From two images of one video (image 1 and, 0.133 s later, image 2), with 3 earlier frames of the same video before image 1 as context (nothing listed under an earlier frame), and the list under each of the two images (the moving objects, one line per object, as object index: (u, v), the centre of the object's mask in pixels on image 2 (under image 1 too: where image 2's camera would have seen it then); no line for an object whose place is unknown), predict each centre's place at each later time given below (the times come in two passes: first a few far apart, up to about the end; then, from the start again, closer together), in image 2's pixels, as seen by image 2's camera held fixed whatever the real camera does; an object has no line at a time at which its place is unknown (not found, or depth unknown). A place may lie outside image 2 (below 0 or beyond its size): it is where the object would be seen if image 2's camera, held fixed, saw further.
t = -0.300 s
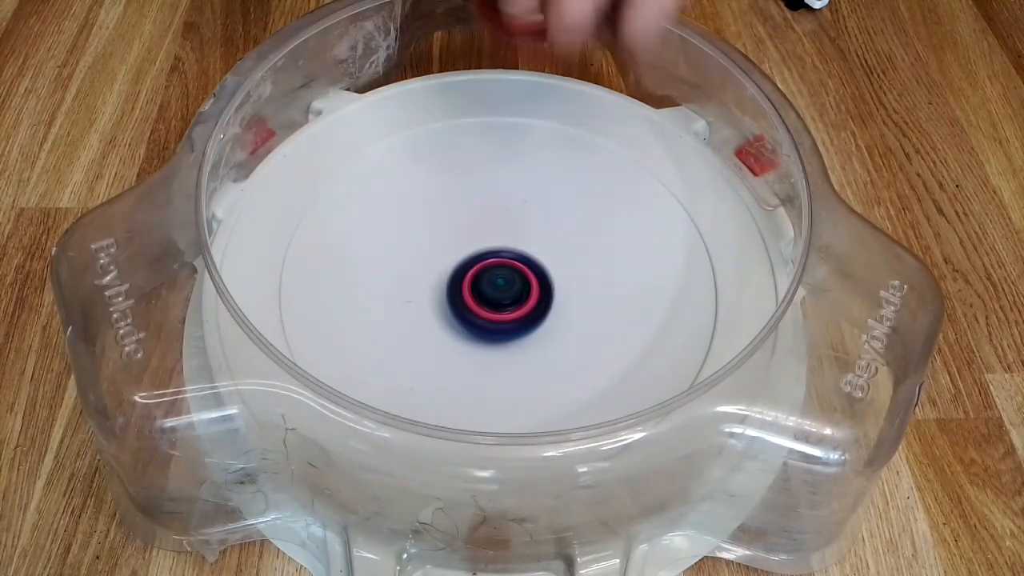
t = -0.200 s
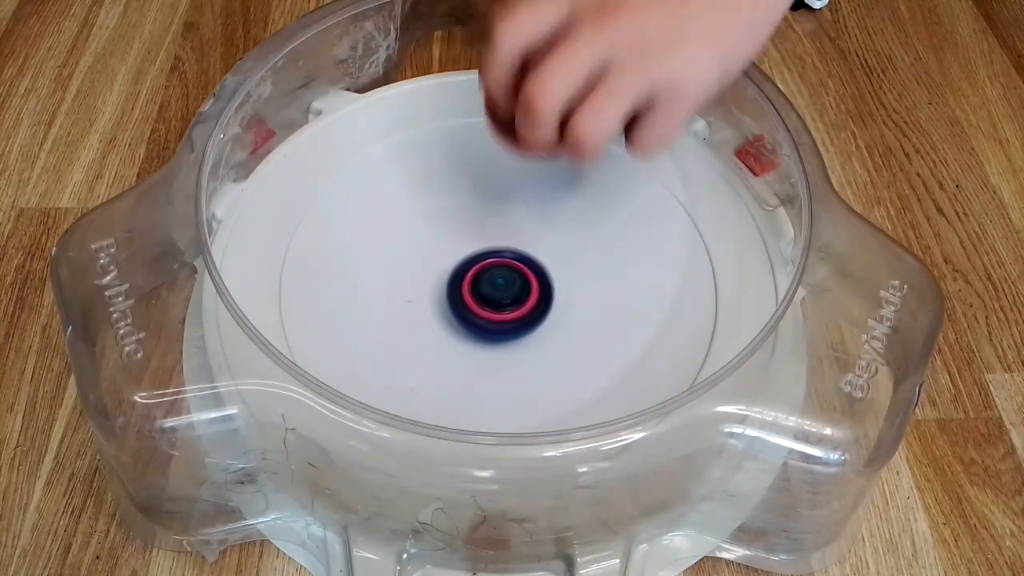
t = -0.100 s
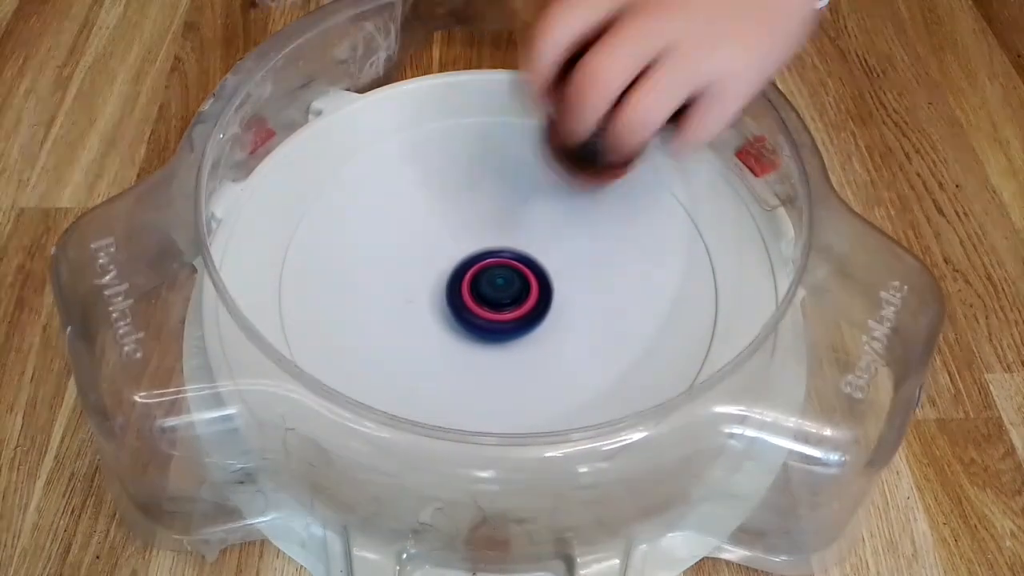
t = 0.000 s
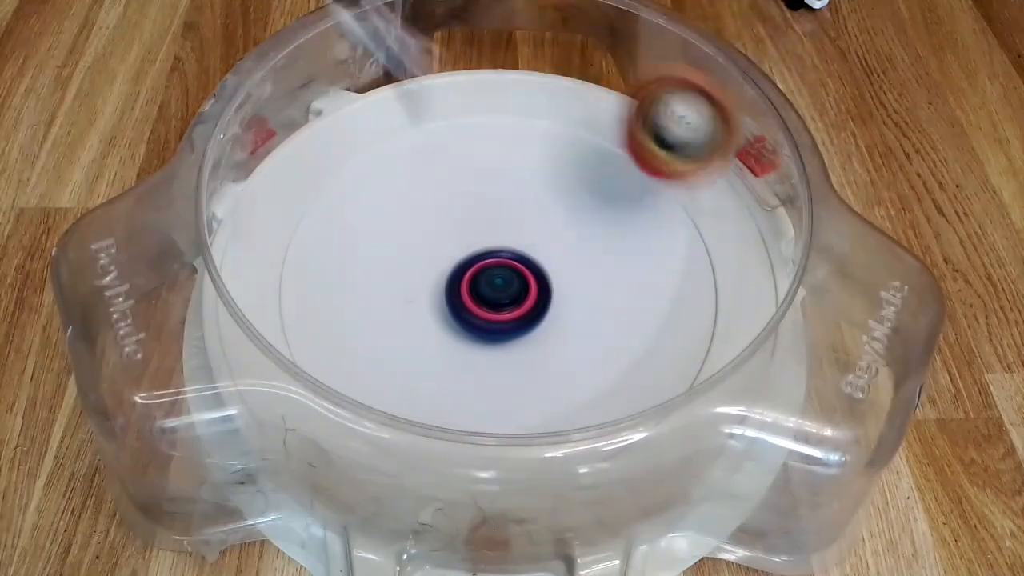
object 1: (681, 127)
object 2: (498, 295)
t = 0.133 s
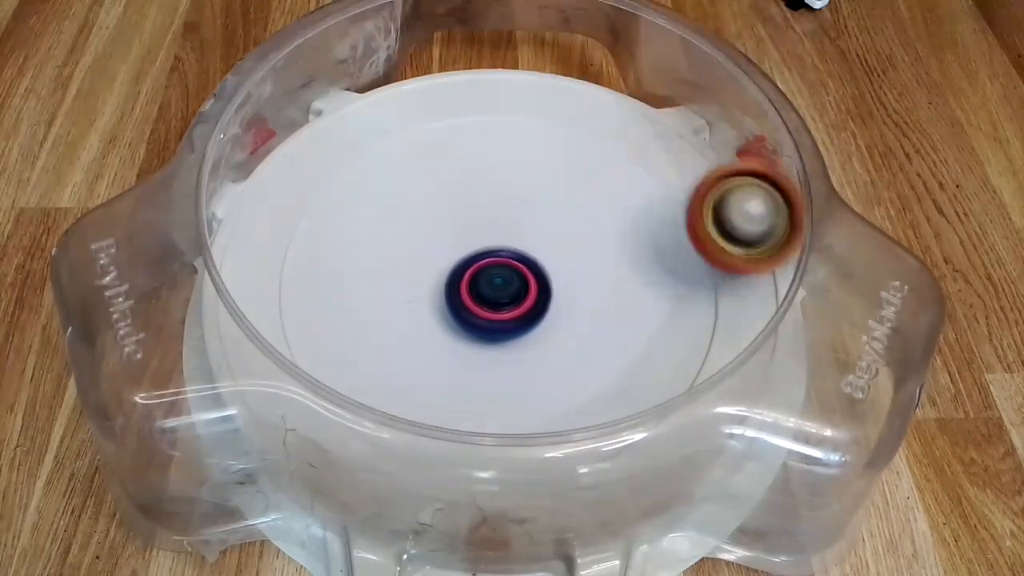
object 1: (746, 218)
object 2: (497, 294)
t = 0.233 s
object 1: (726, 286)
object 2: (498, 294)
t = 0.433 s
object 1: (596, 361)
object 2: (499, 292)
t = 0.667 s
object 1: (467, 388)
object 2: (466, 194)
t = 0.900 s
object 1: (483, 291)
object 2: (609, 200)
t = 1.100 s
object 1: (555, 191)
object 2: (598, 347)
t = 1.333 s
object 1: (602, 153)
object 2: (375, 308)
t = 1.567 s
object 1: (586, 204)
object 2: (427, 145)
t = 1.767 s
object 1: (570, 283)
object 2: (615, 166)
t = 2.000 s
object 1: (495, 353)
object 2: (636, 364)
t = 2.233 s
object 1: (377, 281)
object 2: (433, 389)
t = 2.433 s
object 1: (375, 186)
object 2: (365, 280)
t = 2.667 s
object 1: (513, 103)
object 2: (454, 202)
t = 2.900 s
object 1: (533, 126)
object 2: (493, 378)
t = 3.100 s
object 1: (388, 301)
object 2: (397, 414)
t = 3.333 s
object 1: (346, 219)
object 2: (418, 423)
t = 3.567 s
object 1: (455, 154)
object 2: (435, 379)
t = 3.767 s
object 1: (564, 212)
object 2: (470, 347)
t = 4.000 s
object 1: (622, 279)
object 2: (506, 348)
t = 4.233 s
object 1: (619, 219)
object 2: (544, 339)
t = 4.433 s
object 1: (510, 187)
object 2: (570, 319)
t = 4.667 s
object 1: (425, 213)
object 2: (591, 303)
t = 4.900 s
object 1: (499, 283)
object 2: (598, 278)
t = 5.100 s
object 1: (479, 339)
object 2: (583, 281)
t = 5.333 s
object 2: (538, 189)
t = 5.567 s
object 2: (572, 166)
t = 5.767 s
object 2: (614, 151)
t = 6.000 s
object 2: (560, 308)
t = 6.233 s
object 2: (401, 293)
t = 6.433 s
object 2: (399, 190)
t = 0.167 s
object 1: (749, 234)
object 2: (497, 294)
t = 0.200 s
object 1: (749, 263)
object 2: (498, 294)
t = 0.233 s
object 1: (726, 286)
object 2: (498, 294)
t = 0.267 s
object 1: (733, 293)
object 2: (498, 293)
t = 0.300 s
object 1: (721, 309)
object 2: (498, 293)
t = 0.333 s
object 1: (698, 332)
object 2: (498, 293)
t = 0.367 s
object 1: (671, 348)
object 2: (498, 292)
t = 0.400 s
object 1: (638, 351)
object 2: (499, 292)
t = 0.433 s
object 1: (596, 361)
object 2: (499, 292)
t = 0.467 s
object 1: (554, 350)
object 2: (494, 286)
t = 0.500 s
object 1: (536, 357)
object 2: (485, 273)
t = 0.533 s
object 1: (518, 381)
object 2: (472, 254)
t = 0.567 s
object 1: (504, 384)
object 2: (462, 236)
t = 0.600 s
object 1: (489, 386)
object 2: (458, 220)
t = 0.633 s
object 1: (476, 390)
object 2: (459, 206)
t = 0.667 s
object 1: (467, 388)
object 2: (466, 194)
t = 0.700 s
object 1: (461, 384)
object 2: (478, 184)
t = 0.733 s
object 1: (458, 379)
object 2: (494, 176)
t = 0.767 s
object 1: (457, 368)
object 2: (514, 172)
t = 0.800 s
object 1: (461, 352)
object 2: (537, 171)
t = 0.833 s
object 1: (466, 333)
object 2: (562, 175)
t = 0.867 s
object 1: (474, 314)
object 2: (586, 185)
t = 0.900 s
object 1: (483, 291)
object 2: (609, 200)
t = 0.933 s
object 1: (493, 274)
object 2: (626, 220)
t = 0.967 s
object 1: (505, 247)
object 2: (638, 245)
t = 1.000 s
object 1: (517, 228)
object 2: (643, 271)
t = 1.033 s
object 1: (529, 219)
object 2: (638, 298)
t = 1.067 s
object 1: (543, 202)
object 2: (623, 325)
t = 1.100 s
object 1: (555, 191)
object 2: (598, 347)
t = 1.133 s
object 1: (567, 174)
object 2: (567, 362)
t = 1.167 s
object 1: (579, 166)
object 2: (529, 371)
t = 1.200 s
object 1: (586, 156)
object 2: (493, 372)
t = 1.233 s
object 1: (592, 152)
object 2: (457, 366)
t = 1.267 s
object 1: (597, 150)
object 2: (424, 352)
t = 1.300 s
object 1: (601, 151)
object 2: (395, 332)
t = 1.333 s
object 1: (602, 153)
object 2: (375, 308)
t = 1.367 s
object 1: (603, 156)
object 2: (361, 281)
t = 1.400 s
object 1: (602, 161)
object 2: (355, 254)
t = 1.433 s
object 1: (600, 167)
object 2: (357, 226)
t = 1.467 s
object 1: (597, 174)
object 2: (366, 202)
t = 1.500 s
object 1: (592, 184)
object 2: (381, 180)
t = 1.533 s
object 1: (589, 193)
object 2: (402, 160)
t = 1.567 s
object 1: (586, 204)
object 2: (427, 145)
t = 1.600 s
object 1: (583, 217)
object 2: (456, 135)
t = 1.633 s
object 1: (581, 230)
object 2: (488, 129)
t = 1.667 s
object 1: (578, 245)
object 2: (521, 129)
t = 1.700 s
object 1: (575, 260)
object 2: (554, 136)
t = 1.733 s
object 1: (572, 274)
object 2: (586, 148)
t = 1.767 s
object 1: (570, 283)
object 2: (615, 166)
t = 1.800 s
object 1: (566, 294)
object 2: (637, 189)
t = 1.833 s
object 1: (561, 313)
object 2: (654, 220)
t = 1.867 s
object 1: (557, 320)
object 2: (664, 251)
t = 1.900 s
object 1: (552, 331)
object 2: (664, 284)
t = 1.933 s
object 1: (544, 339)
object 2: (656, 317)
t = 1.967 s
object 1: (519, 346)
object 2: (651, 343)
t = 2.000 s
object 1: (495, 353)
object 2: (636, 364)
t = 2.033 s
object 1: (471, 357)
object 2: (613, 379)
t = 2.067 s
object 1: (451, 350)
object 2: (585, 389)
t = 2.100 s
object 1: (433, 349)
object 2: (553, 396)
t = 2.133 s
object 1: (420, 346)
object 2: (516, 399)
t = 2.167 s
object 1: (411, 326)
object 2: (479, 398)
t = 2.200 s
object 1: (394, 300)
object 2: (450, 403)
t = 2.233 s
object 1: (377, 281)
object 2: (433, 389)
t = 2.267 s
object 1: (362, 274)
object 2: (411, 379)
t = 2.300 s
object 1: (356, 254)
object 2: (391, 366)
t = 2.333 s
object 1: (355, 228)
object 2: (377, 347)
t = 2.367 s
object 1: (357, 215)
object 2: (369, 324)
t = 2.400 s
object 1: (363, 206)
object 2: (365, 302)
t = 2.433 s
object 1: (375, 186)
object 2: (365, 280)
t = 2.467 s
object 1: (389, 174)
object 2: (369, 264)
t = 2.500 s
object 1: (407, 164)
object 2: (376, 252)
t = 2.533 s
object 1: (429, 146)
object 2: (385, 244)
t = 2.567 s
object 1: (450, 129)
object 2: (397, 234)
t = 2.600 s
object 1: (471, 116)
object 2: (413, 224)
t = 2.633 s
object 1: (493, 107)
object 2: (432, 212)
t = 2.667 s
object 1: (513, 103)
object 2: (454, 202)
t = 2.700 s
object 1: (532, 108)
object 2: (478, 194)
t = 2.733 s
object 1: (548, 114)
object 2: (502, 194)
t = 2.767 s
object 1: (583, 87)
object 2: (505, 238)
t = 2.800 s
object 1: (600, 68)
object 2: (506, 282)
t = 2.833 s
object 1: (581, 78)
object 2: (505, 319)
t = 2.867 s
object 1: (555, 107)
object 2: (500, 353)
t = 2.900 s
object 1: (533, 126)
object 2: (493, 378)
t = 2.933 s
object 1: (507, 139)
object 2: (482, 391)
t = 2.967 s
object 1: (478, 172)
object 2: (466, 408)
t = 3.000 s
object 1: (445, 221)
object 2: (447, 416)
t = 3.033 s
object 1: (421, 263)
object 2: (428, 415)
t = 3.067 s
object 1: (404, 284)
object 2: (411, 411)
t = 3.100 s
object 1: (388, 301)
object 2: (397, 414)
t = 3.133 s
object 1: (367, 299)
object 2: (391, 415)
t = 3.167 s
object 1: (350, 307)
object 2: (388, 414)
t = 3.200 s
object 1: (346, 302)
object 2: (385, 411)
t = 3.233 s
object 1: (346, 297)
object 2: (387, 401)
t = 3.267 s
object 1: (341, 272)
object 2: (398, 414)
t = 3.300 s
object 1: (341, 245)
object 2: (409, 420)
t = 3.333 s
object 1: (346, 219)
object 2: (418, 423)
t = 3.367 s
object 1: (354, 200)
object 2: (422, 422)
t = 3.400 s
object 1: (366, 181)
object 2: (427, 418)
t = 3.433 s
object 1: (380, 170)
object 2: (428, 412)
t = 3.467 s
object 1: (396, 159)
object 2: (429, 406)
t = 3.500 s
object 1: (416, 153)
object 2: (433, 389)
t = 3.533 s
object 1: (435, 155)
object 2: (433, 384)
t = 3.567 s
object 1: (455, 154)
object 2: (435, 379)
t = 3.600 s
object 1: (475, 157)
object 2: (438, 373)
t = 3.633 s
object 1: (494, 158)
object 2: (441, 367)
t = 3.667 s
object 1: (514, 174)
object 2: (446, 362)
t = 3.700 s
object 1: (532, 186)
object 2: (452, 357)
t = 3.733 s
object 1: (549, 196)
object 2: (460, 352)
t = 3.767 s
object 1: (564, 212)
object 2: (470, 347)
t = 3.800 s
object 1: (575, 218)
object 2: (478, 343)
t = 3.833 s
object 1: (584, 235)
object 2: (488, 339)
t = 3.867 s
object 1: (591, 257)
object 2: (496, 336)
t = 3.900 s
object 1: (593, 258)
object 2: (505, 332)
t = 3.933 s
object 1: (593, 270)
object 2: (513, 332)
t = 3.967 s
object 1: (607, 273)
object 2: (509, 341)
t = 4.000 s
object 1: (622, 279)
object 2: (506, 348)
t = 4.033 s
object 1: (633, 272)
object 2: (507, 353)
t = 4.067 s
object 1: (640, 264)
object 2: (510, 353)
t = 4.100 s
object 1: (643, 256)
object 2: (517, 352)
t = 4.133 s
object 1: (643, 247)
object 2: (523, 350)
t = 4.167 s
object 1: (638, 238)
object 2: (531, 346)
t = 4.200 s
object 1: (630, 230)
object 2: (537, 343)
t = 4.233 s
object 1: (619, 219)
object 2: (544, 339)
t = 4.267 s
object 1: (605, 212)
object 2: (549, 335)
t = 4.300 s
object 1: (587, 200)
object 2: (555, 332)
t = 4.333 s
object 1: (569, 199)
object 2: (560, 328)
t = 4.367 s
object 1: (550, 190)
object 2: (563, 324)
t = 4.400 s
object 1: (530, 190)
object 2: (566, 322)
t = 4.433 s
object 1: (510, 187)
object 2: (570, 319)
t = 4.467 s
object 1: (490, 189)
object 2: (573, 319)
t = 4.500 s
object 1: (474, 190)
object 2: (578, 319)
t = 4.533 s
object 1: (460, 192)
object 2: (581, 318)
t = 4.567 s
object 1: (446, 194)
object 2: (584, 316)
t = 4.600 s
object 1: (435, 201)
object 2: (586, 312)
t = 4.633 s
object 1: (429, 208)
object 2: (589, 307)
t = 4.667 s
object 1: (425, 213)
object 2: (591, 303)
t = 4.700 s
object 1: (423, 221)
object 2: (593, 298)
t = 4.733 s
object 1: (425, 232)
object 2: (593, 294)
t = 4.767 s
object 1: (432, 243)
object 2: (594, 290)
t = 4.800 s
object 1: (444, 254)
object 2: (594, 286)
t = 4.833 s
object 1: (460, 268)
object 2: (595, 282)
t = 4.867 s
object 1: (481, 275)
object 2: (594, 279)
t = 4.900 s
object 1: (499, 283)
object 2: (598, 278)
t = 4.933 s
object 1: (508, 296)
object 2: (603, 278)
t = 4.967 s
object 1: (502, 315)
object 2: (606, 277)
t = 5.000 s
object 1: (493, 326)
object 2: (610, 276)
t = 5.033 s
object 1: (486, 330)
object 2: (607, 277)
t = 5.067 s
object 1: (481, 336)
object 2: (597, 280)
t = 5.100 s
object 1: (479, 339)
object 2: (583, 281)
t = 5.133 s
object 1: (480, 340)
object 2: (569, 281)
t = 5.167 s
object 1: (485, 337)
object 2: (557, 276)
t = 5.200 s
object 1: (488, 335)
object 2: (545, 269)
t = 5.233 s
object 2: (537, 252)
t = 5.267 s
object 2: (537, 226)
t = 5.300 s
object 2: (537, 204)
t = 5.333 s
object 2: (538, 189)
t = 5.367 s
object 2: (540, 179)
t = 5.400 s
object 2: (544, 173)
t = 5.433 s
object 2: (549, 169)
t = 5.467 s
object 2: (555, 166)
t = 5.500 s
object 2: (561, 164)
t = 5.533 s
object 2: (568, 165)
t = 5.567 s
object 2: (572, 166)
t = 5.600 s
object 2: (575, 169)
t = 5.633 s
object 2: (578, 171)
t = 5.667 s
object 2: (577, 172)
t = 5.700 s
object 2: (576, 174)
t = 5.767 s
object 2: (614, 151)
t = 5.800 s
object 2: (663, 123)
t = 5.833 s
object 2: (661, 144)
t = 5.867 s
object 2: (645, 188)
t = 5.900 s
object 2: (628, 226)
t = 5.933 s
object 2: (607, 259)
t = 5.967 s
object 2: (584, 287)
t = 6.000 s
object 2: (560, 308)
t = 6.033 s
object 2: (532, 326)
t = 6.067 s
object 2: (504, 338)
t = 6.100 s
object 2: (476, 343)
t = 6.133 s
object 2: (450, 344)
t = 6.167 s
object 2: (424, 339)
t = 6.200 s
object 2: (413, 321)
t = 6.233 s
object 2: (401, 293)
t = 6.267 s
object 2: (398, 267)
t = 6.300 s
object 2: (396, 242)
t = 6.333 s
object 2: (396, 221)
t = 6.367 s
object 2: (397, 205)
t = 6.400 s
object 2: (397, 194)
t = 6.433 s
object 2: (399, 190)
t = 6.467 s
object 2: (400, 190)
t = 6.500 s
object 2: (402, 192)
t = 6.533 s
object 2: (404, 195)
